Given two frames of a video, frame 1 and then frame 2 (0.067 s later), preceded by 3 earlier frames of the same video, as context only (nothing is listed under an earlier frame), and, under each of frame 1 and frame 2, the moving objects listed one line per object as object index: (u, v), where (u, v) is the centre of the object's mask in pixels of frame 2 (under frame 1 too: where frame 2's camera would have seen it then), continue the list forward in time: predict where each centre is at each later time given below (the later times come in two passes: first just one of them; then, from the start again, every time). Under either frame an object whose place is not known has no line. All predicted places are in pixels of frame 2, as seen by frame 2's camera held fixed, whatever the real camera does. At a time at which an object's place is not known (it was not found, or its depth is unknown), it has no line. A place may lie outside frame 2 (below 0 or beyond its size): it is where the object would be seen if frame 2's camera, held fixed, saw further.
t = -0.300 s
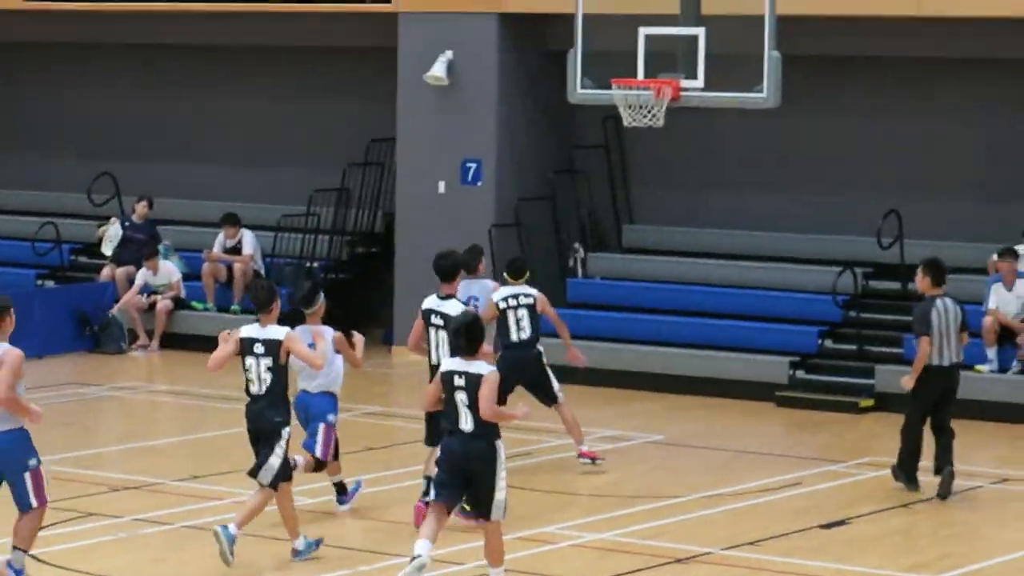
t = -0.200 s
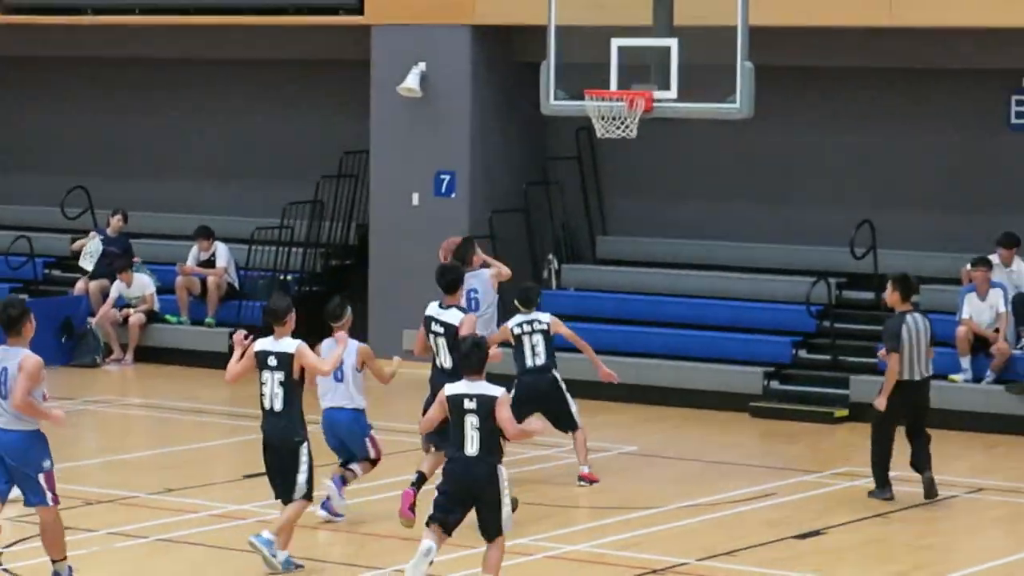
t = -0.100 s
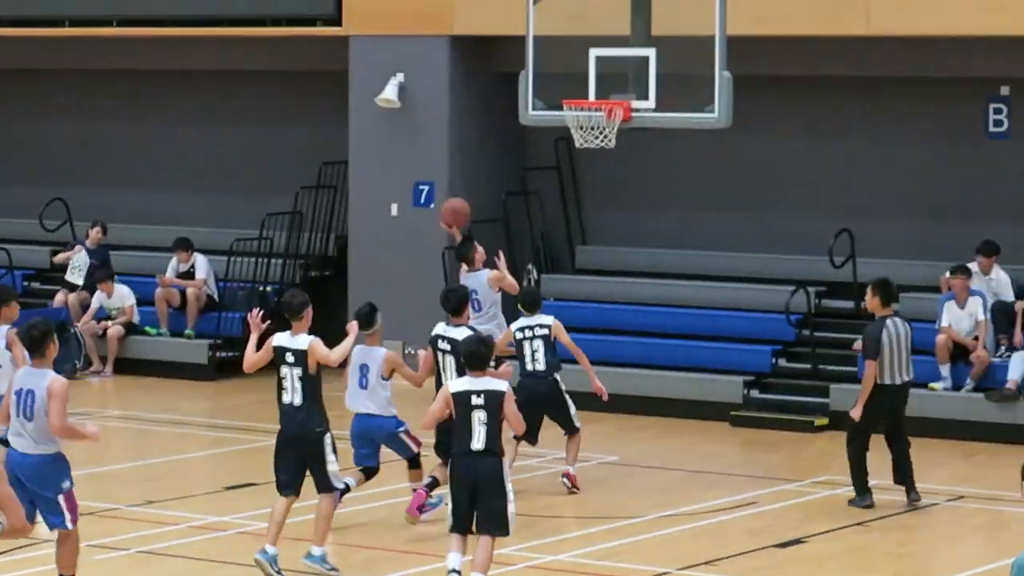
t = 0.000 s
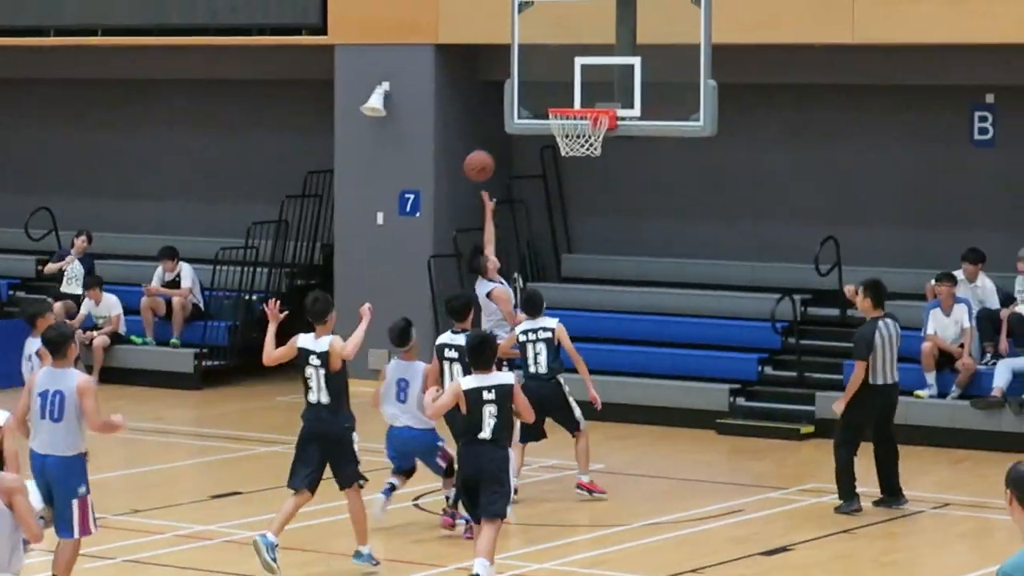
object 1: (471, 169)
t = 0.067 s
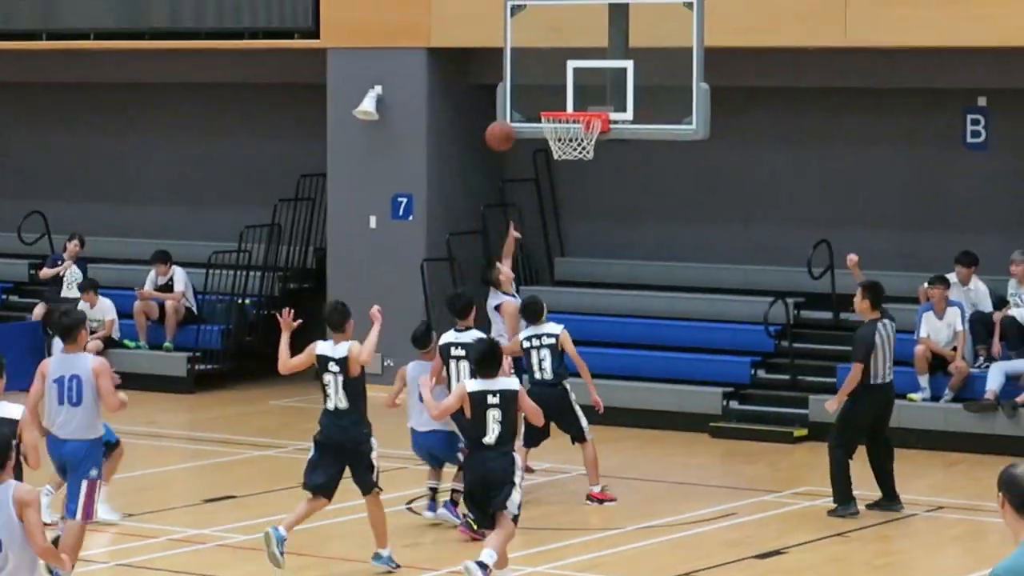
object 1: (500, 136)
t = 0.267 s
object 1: (532, 105)
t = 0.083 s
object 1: (508, 128)
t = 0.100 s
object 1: (516, 120)
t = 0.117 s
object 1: (521, 114)
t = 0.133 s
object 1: (522, 112)
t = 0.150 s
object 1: (524, 109)
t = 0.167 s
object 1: (526, 108)
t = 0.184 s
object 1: (526, 107)
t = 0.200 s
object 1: (527, 107)
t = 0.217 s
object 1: (528, 106)
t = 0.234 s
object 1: (529, 105)
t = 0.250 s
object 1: (531, 105)
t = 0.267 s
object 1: (532, 105)
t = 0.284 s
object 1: (533, 106)
